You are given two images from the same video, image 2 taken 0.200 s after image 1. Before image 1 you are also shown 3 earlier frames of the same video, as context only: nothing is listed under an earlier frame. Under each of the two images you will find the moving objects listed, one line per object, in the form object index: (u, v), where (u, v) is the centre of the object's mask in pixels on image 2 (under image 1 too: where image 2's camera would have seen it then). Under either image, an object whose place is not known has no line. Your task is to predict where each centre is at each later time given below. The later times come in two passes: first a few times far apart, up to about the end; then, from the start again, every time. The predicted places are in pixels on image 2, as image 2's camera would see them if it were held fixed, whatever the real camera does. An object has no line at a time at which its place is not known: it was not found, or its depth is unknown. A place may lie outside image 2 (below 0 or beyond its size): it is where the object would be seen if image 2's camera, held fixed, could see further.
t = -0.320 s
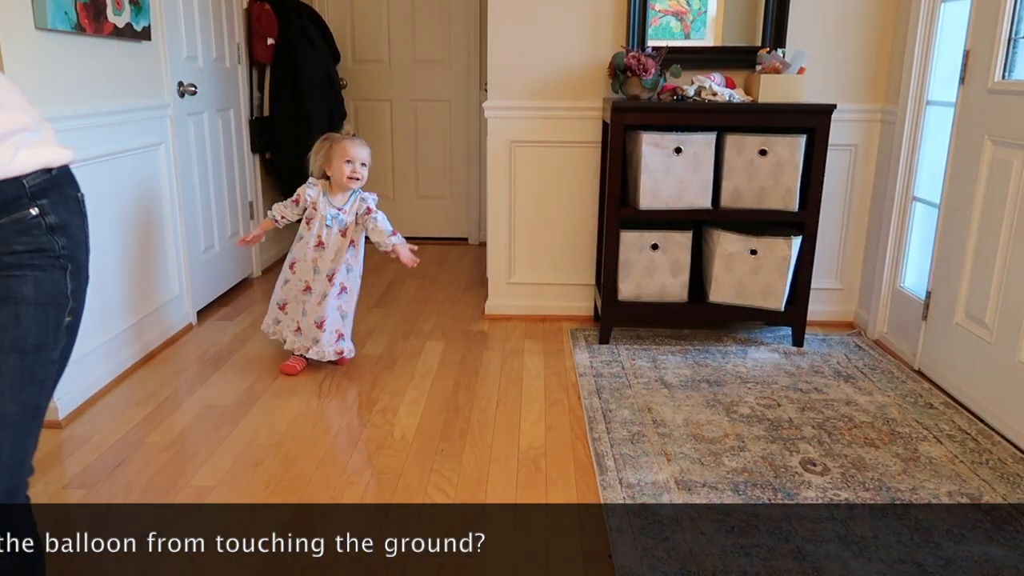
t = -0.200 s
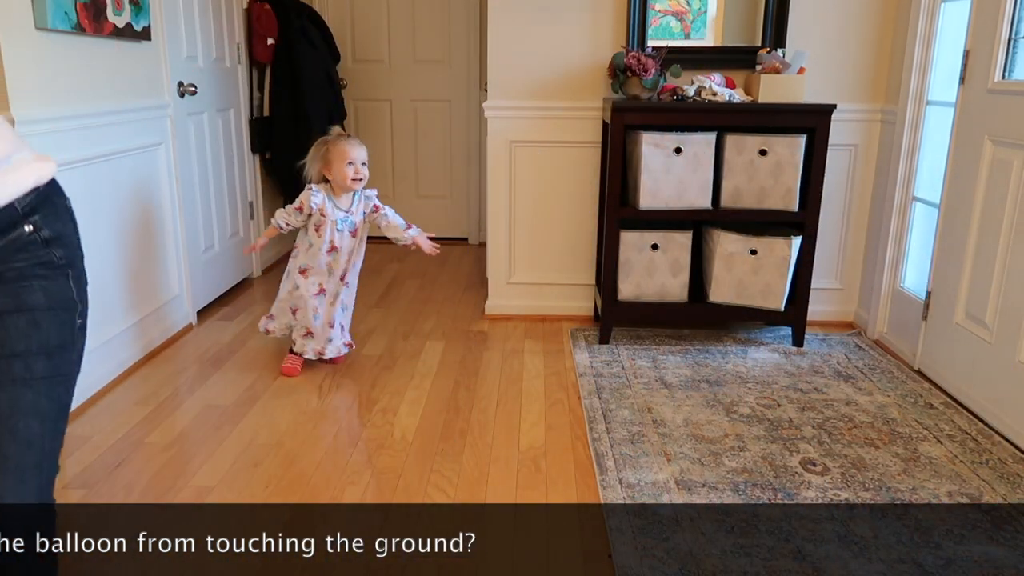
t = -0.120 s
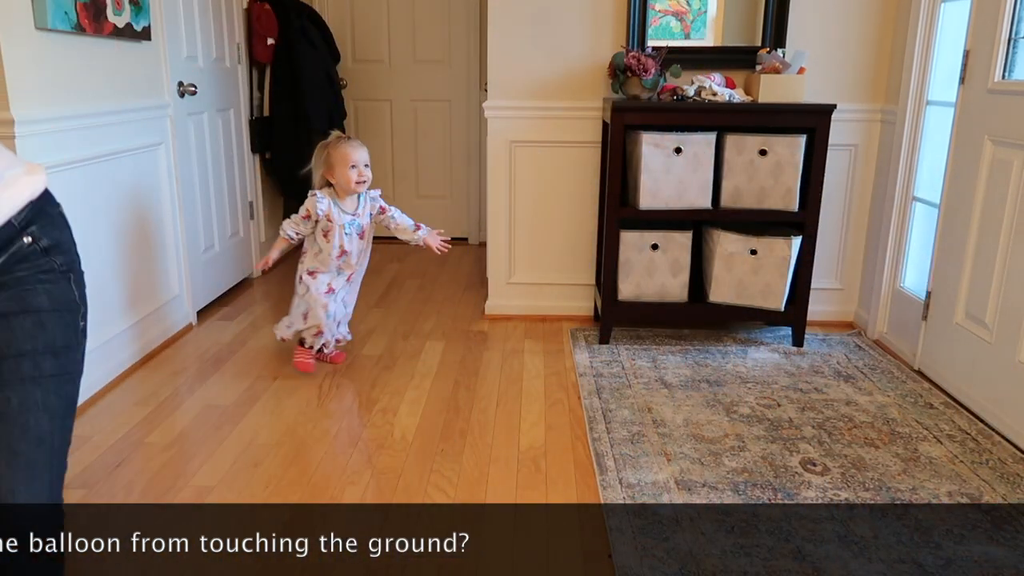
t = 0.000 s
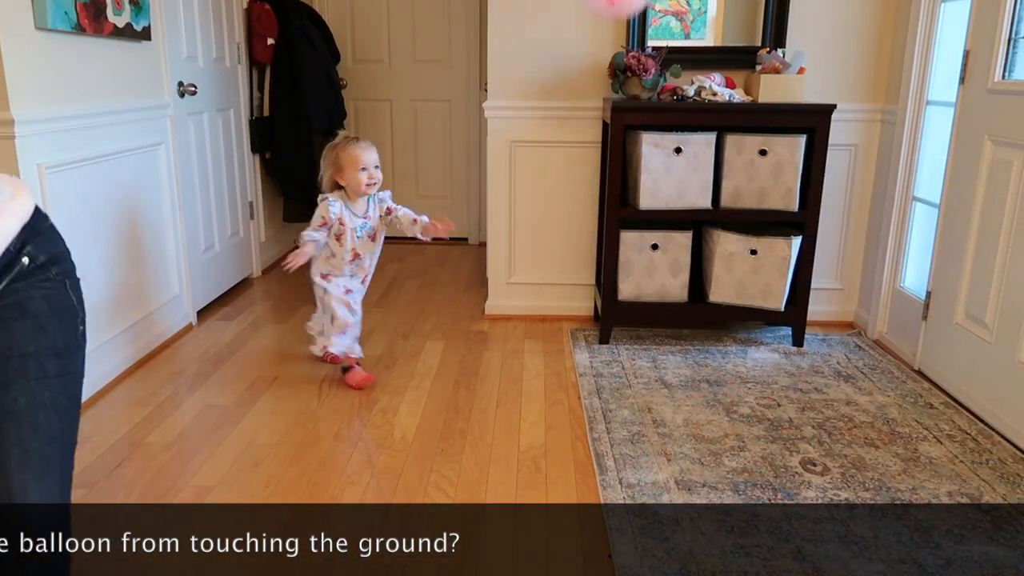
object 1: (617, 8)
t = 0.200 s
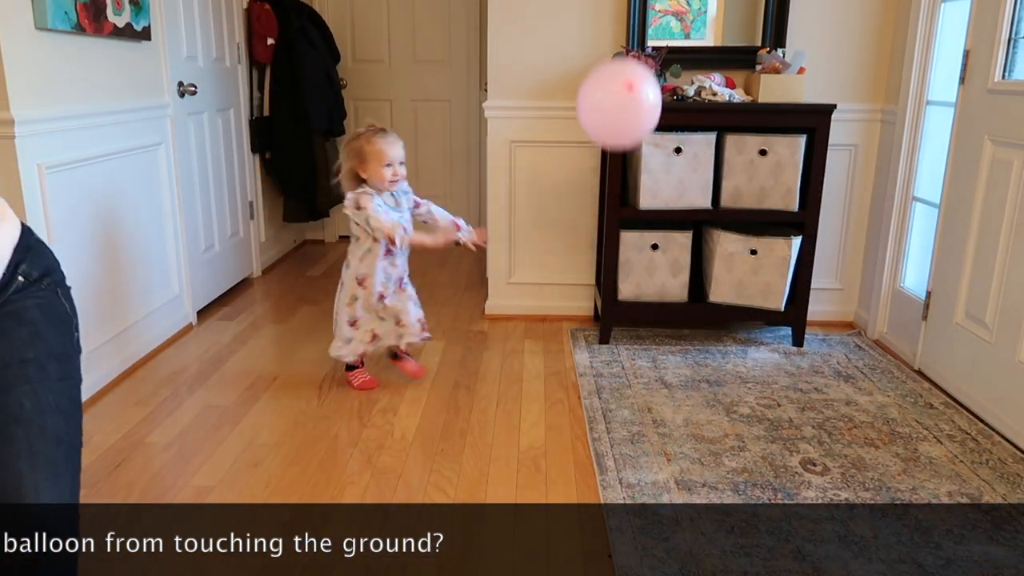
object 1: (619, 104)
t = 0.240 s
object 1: (618, 129)
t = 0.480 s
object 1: (602, 275)
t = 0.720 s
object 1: (585, 426)
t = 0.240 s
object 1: (618, 129)
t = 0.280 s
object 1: (617, 155)
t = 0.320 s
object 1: (615, 180)
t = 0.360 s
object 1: (612, 204)
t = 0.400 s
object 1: (608, 228)
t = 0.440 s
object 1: (605, 251)
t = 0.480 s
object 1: (602, 275)
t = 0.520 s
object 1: (598, 298)
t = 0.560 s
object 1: (595, 322)
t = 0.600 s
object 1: (592, 346)
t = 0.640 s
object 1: (590, 371)
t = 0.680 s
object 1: (587, 398)
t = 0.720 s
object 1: (585, 426)
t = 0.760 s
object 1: (584, 453)
